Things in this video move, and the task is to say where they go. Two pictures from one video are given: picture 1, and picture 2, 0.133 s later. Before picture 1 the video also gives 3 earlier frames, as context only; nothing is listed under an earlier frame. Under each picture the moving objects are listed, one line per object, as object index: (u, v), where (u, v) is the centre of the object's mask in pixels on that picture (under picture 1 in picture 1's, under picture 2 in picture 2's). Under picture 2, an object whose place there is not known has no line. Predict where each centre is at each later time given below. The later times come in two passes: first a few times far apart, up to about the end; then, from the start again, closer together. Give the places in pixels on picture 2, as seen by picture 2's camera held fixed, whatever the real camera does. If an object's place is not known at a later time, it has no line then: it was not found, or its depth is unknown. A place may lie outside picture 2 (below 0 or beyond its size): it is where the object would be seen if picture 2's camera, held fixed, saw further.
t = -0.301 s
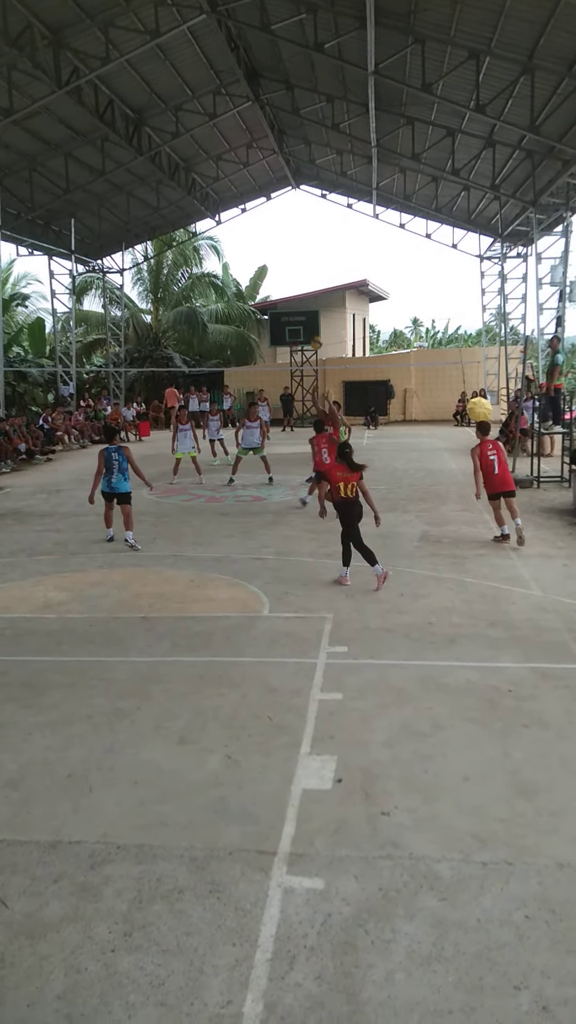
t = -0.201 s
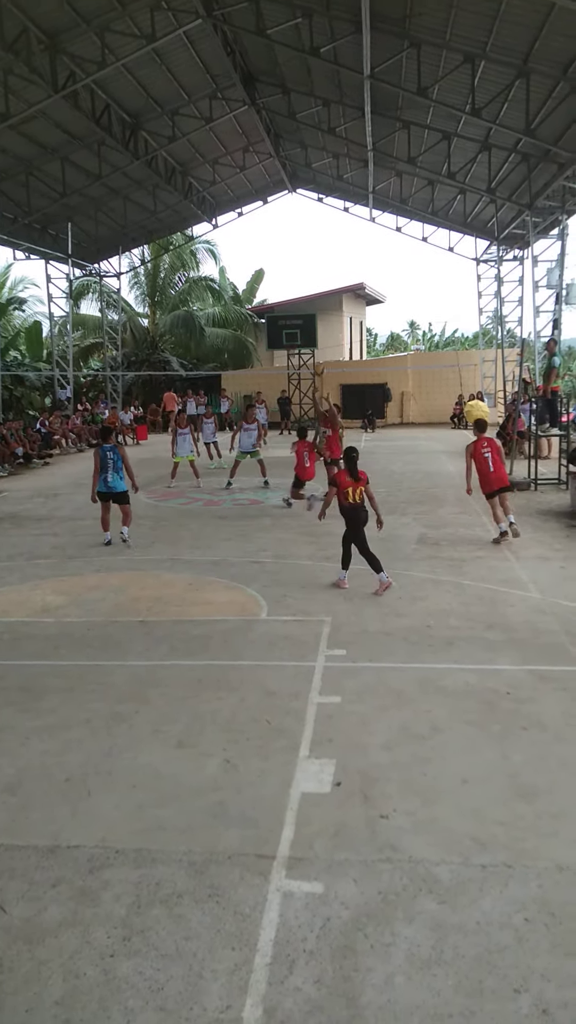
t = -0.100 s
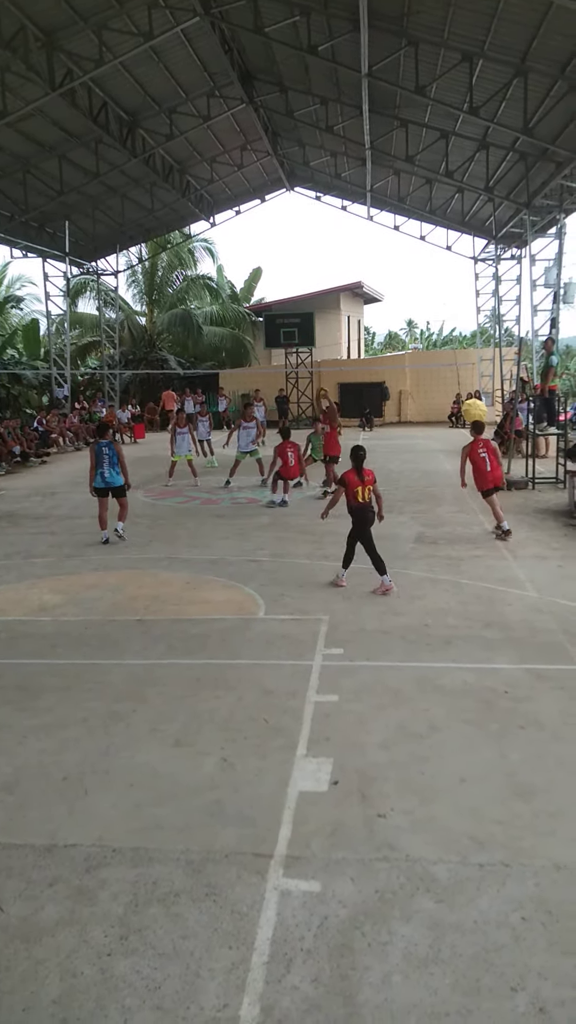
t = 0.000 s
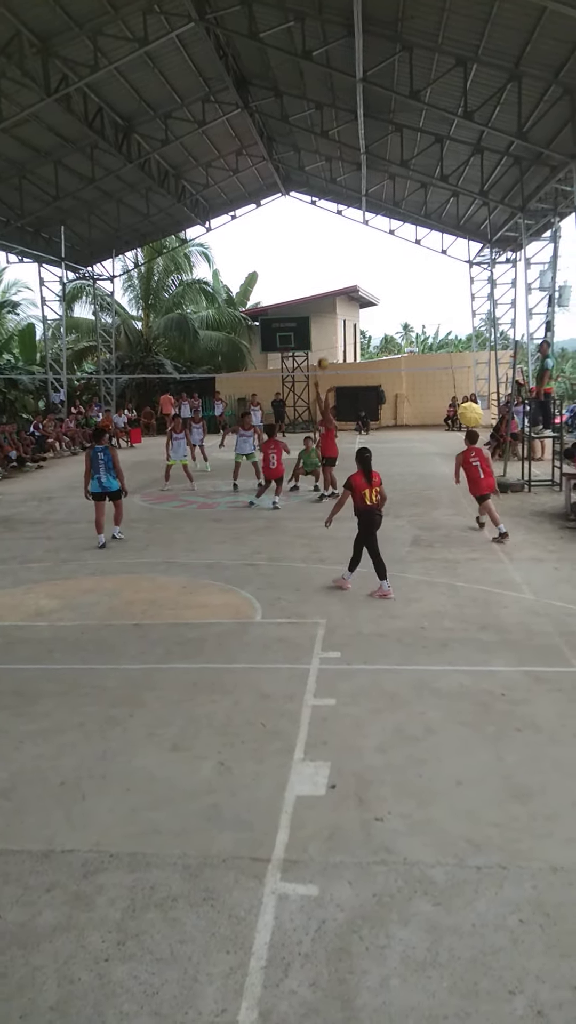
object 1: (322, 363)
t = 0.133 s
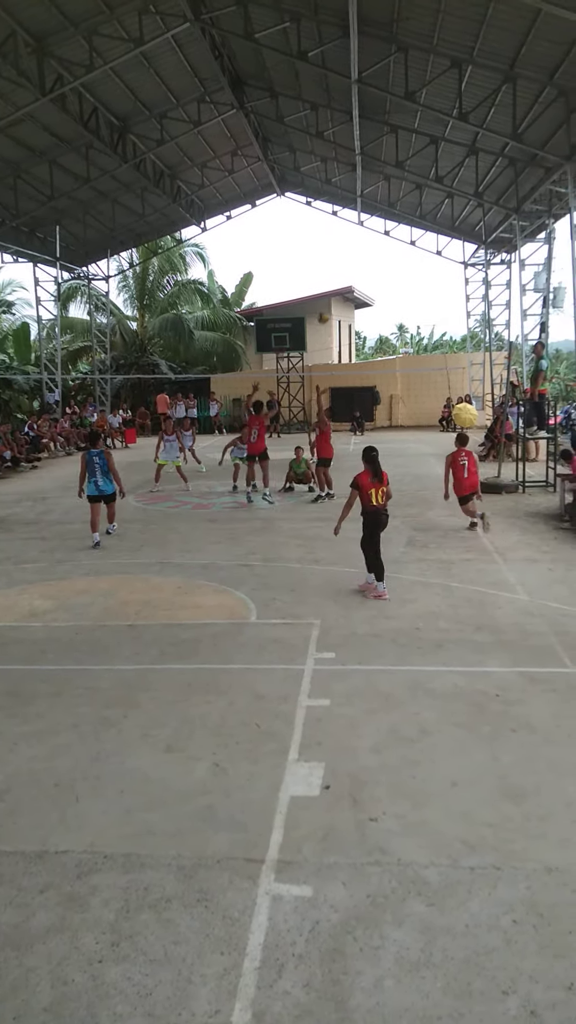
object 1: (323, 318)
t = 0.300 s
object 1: (329, 276)
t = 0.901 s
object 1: (353, 262)
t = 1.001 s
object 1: (357, 280)
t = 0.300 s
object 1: (329, 276)
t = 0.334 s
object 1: (330, 270)
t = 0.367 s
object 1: (332, 264)
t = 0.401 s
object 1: (333, 259)
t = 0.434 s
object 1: (334, 255)
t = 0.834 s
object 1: (350, 254)
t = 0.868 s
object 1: (352, 258)
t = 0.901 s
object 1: (353, 262)
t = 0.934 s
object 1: (355, 267)
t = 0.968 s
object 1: (356, 273)
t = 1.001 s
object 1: (357, 280)
